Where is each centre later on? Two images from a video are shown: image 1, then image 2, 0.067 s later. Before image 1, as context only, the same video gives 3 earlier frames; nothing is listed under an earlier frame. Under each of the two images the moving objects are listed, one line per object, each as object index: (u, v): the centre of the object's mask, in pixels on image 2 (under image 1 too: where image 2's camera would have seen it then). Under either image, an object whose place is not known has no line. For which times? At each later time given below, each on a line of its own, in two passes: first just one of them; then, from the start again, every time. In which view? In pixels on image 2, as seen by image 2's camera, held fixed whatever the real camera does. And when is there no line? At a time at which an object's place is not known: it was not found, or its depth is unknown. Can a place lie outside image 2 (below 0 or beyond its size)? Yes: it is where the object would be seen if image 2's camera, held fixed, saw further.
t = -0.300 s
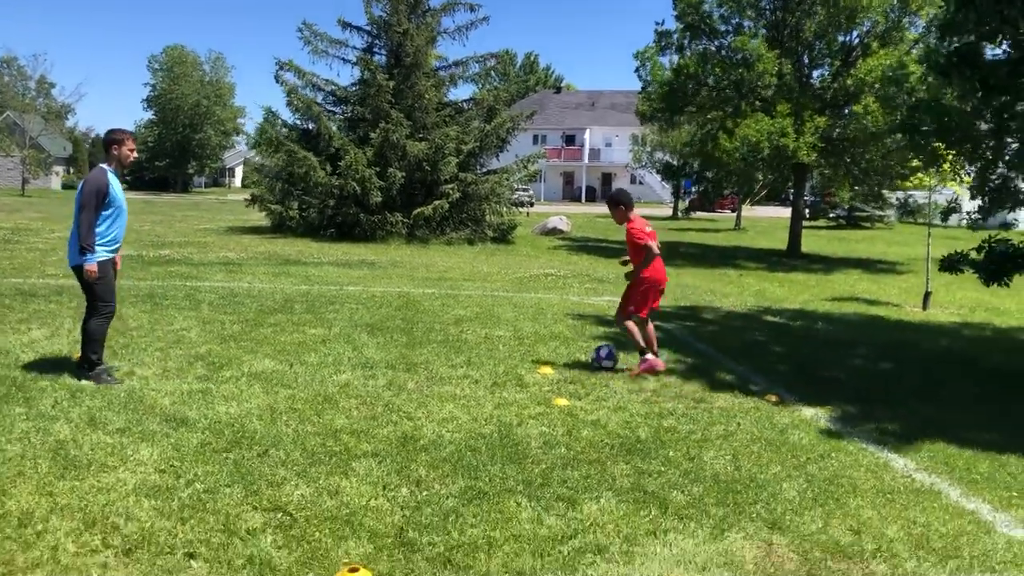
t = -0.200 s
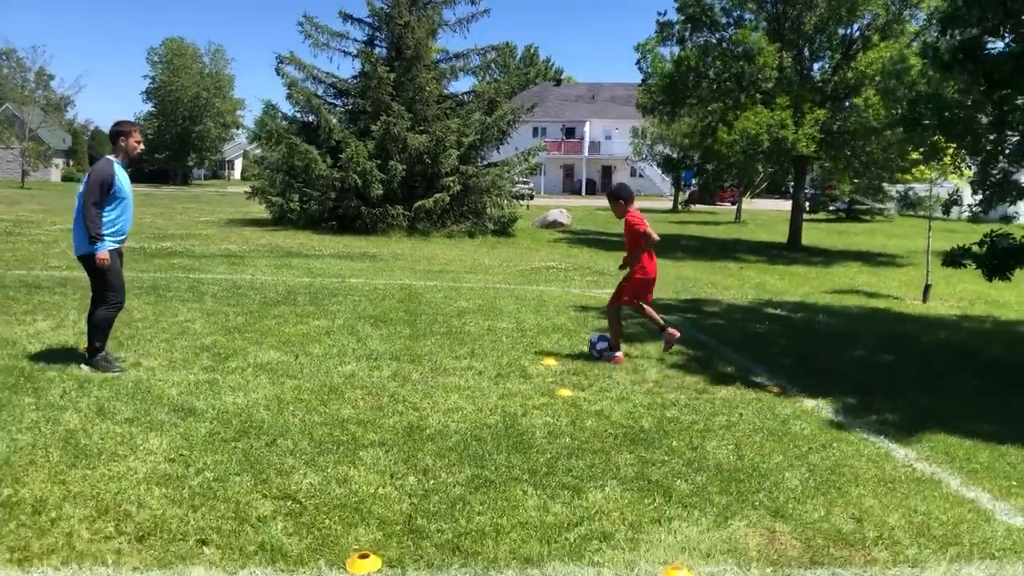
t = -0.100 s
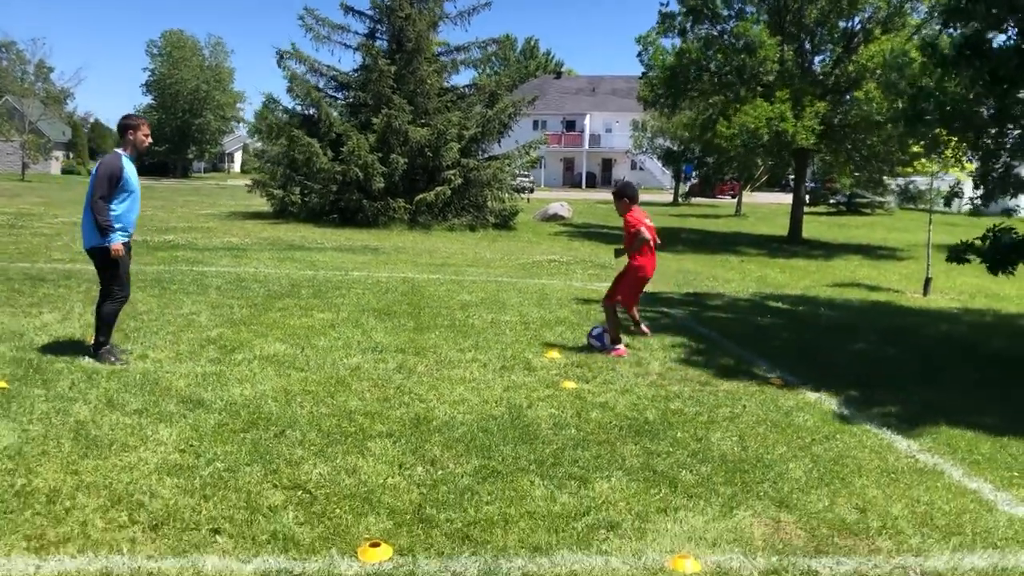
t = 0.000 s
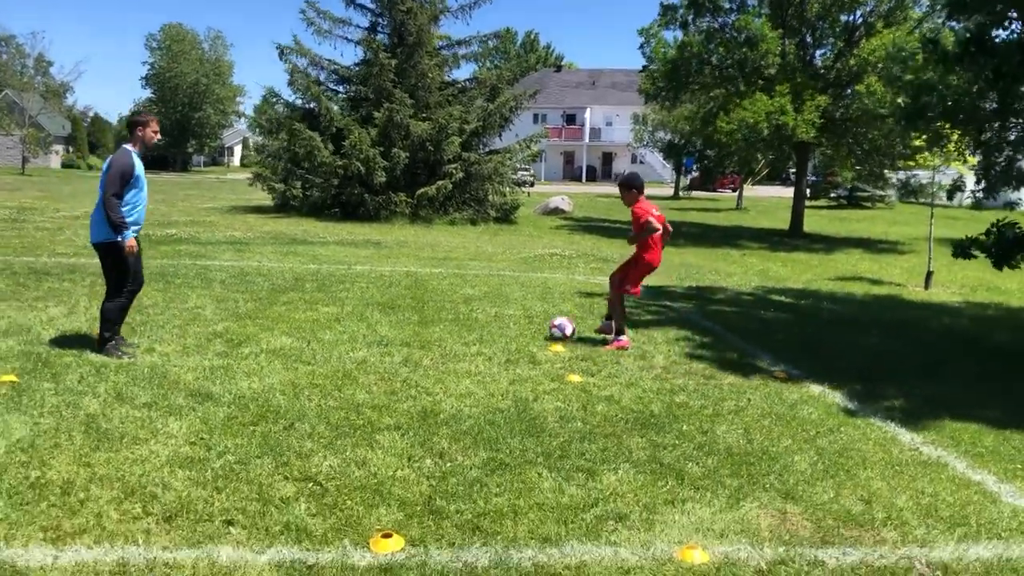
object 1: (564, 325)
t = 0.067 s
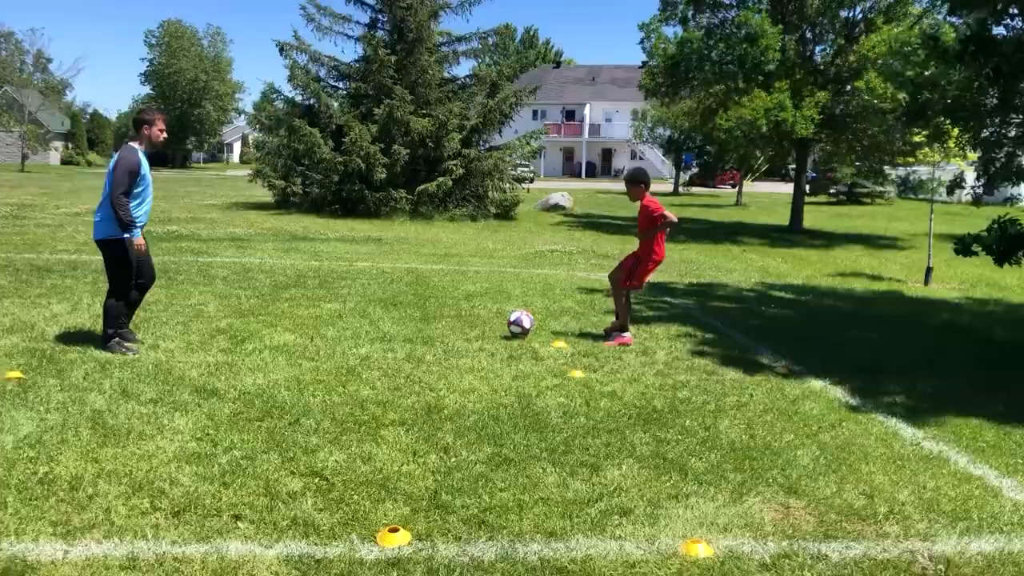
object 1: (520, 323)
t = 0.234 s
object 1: (413, 329)
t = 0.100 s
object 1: (498, 323)
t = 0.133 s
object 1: (475, 326)
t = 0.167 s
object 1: (451, 329)
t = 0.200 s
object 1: (430, 331)
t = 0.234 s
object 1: (413, 329)
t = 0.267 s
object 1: (395, 327)
